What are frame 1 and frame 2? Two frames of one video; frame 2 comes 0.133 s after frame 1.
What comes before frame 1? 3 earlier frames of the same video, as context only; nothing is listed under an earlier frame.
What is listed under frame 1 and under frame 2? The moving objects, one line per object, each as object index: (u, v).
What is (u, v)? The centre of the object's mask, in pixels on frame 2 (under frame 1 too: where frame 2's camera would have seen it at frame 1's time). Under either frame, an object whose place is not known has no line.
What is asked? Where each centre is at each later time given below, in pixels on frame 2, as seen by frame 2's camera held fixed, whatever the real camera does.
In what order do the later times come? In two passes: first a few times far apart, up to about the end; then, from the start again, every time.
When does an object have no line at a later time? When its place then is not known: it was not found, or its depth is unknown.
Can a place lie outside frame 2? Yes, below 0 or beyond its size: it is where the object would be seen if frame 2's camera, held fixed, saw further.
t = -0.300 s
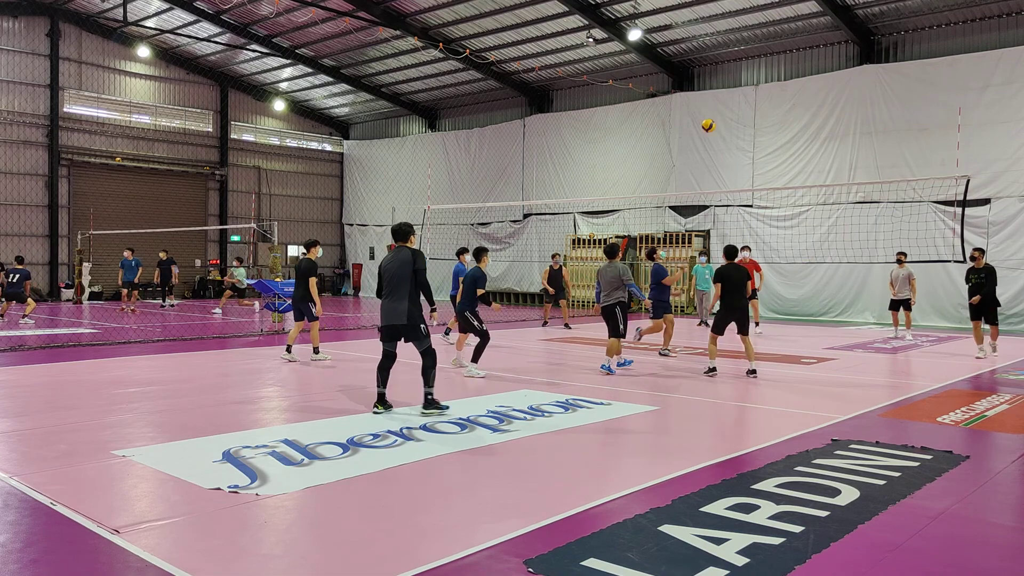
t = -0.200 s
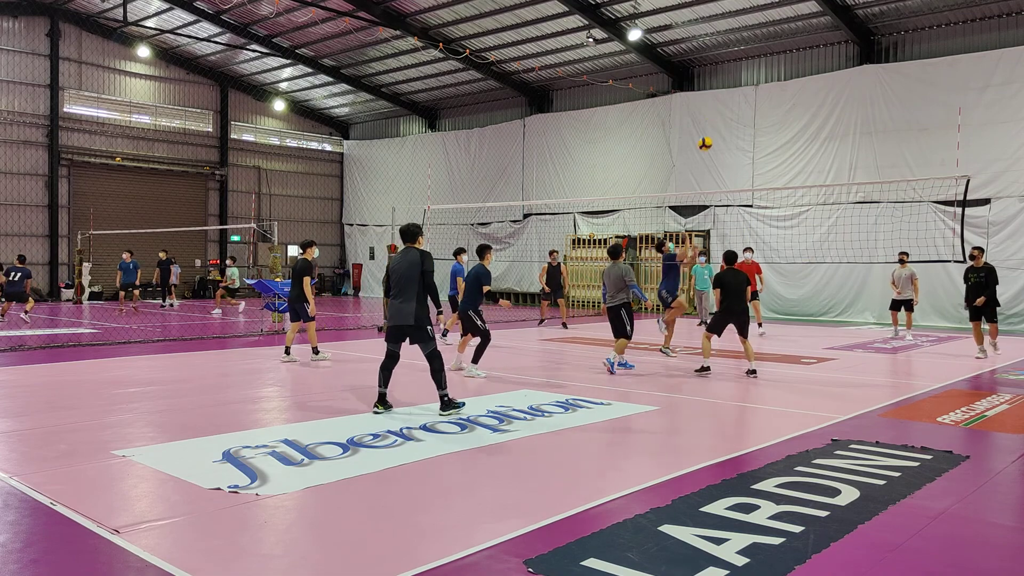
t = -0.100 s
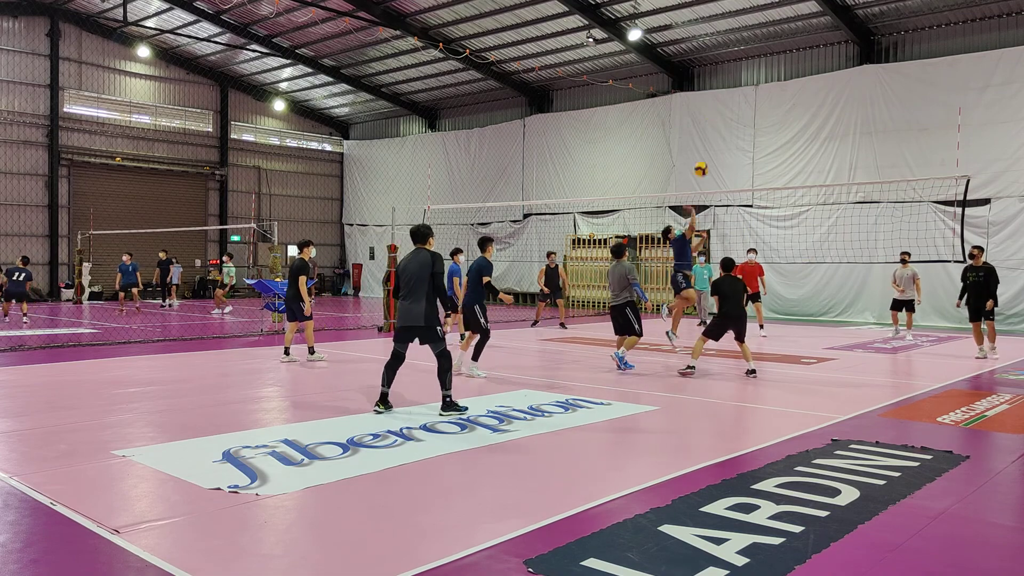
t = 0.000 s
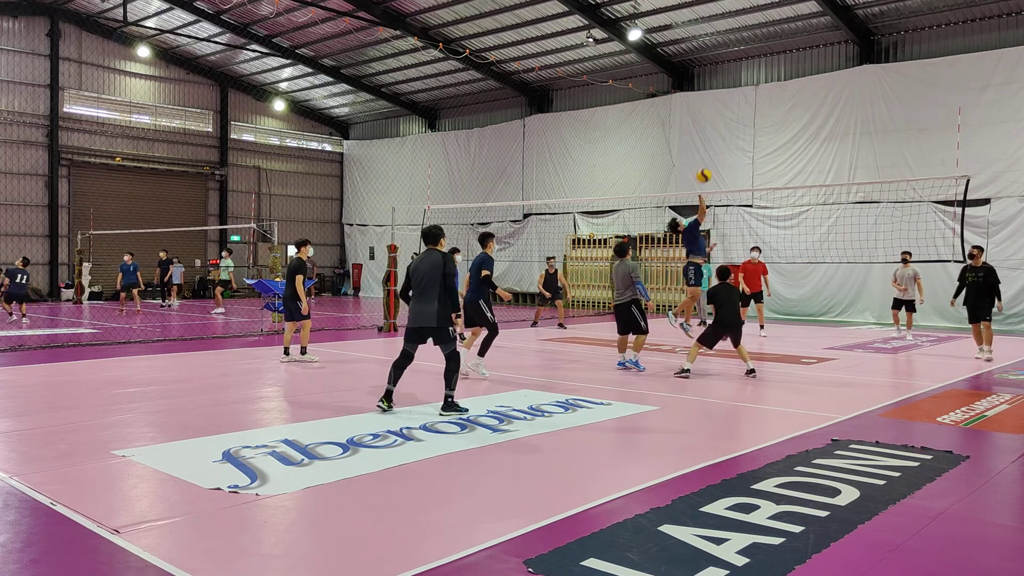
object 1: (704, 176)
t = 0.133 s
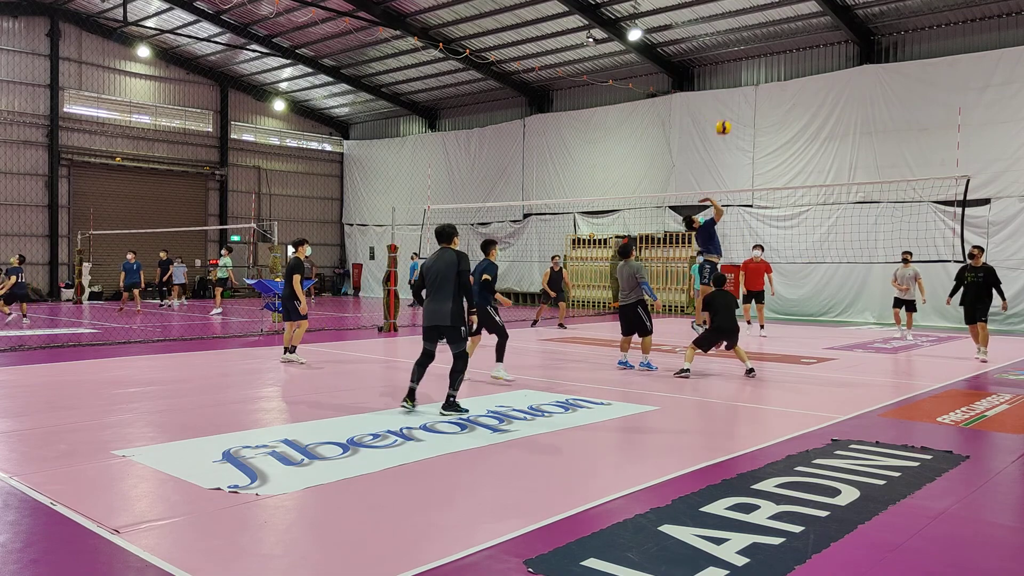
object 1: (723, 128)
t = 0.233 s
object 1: (738, 98)
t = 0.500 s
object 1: (780, 51)
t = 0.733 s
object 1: (819, 52)
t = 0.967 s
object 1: (860, 98)
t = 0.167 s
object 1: (728, 117)
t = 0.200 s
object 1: (733, 108)
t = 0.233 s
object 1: (738, 98)
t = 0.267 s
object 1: (743, 90)
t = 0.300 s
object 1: (748, 82)
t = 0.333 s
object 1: (754, 76)
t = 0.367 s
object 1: (759, 69)
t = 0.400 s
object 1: (764, 64)
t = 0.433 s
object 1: (769, 59)
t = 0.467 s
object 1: (774, 55)
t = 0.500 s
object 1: (780, 51)
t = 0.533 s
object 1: (785, 49)
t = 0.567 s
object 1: (791, 48)
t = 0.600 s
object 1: (797, 47)
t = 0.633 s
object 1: (802, 47)
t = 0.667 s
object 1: (808, 48)
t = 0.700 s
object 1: (813, 49)
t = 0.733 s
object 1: (819, 52)
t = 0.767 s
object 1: (825, 56)
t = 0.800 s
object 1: (830, 61)
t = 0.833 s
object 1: (836, 65)
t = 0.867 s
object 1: (842, 72)
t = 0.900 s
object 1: (848, 80)
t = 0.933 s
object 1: (854, 88)
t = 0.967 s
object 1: (860, 98)
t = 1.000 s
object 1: (866, 109)
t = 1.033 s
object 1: (872, 120)
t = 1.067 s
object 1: (877, 133)
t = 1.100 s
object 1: (883, 148)
